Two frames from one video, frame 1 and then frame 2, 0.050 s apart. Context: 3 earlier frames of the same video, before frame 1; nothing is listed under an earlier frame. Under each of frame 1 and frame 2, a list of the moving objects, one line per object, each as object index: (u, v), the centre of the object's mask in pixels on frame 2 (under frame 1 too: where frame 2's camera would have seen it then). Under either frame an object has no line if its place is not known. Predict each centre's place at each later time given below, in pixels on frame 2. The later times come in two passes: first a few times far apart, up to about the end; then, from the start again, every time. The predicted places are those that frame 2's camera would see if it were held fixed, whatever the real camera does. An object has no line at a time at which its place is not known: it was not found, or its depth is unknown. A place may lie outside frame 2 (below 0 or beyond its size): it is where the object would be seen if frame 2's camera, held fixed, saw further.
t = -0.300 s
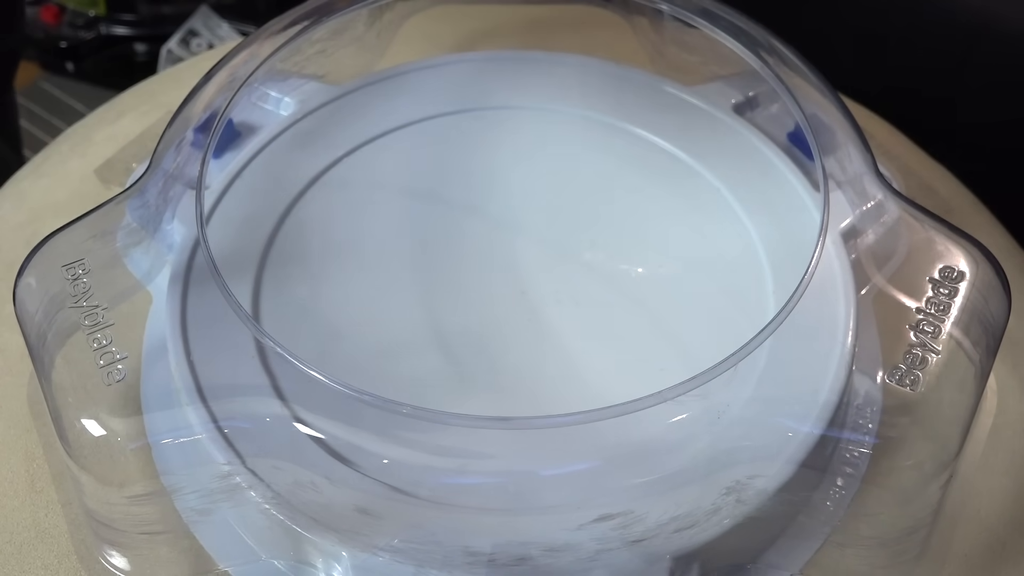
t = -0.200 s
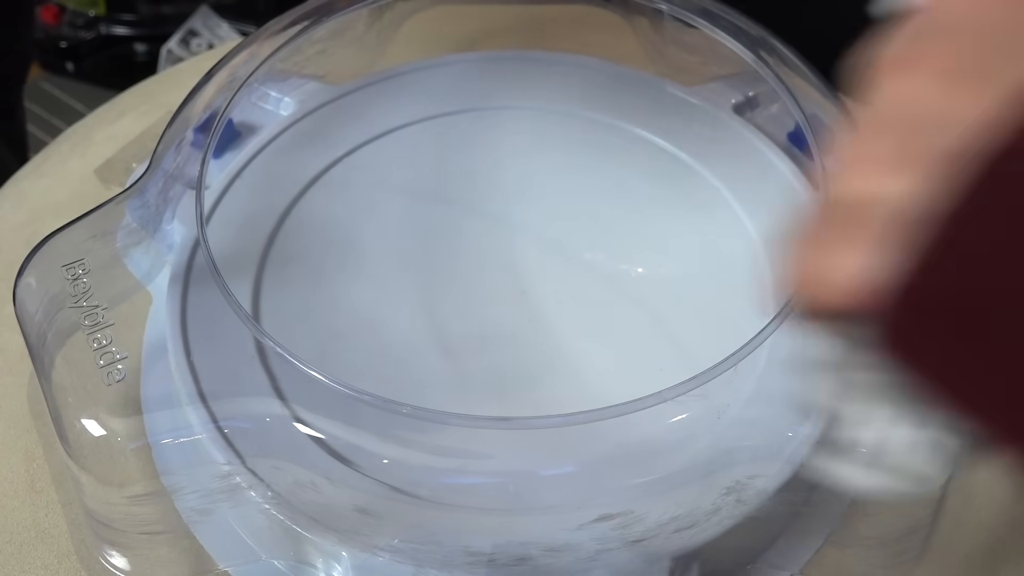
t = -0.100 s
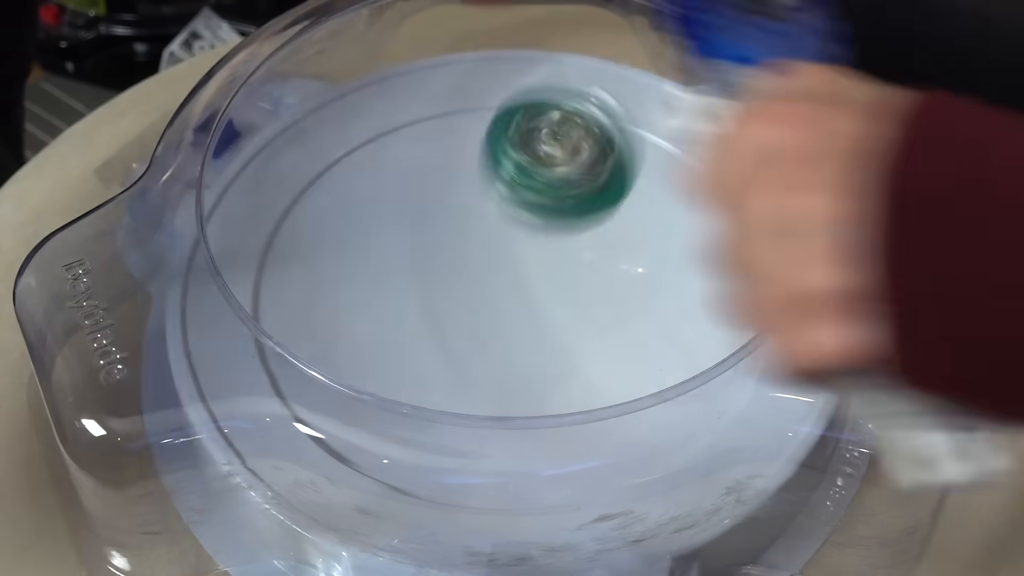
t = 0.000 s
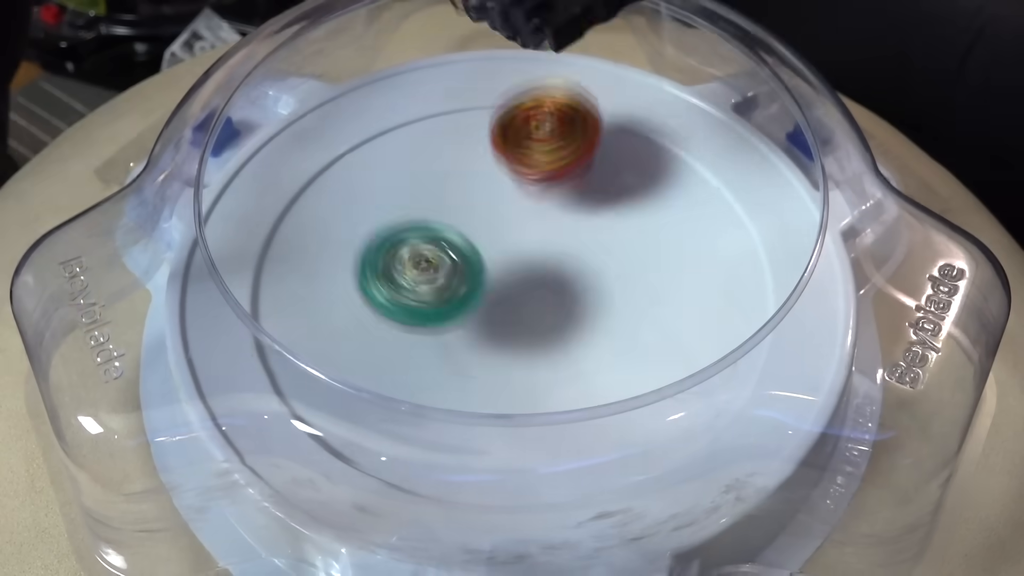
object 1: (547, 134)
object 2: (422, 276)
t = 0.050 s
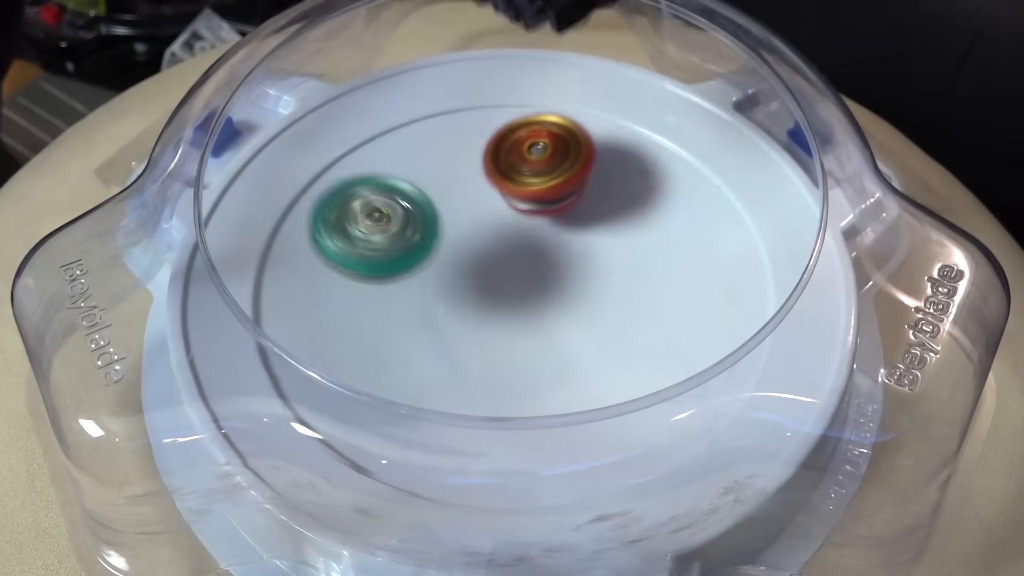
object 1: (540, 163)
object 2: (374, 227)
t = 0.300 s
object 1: (462, 365)
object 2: (326, 193)
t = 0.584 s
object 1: (658, 384)
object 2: (567, 297)
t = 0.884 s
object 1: (674, 210)
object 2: (467, 95)
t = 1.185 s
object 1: (233, 273)
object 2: (319, 165)
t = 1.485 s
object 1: (669, 457)
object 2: (609, 366)
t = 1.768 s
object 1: (652, 173)
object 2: (578, 42)
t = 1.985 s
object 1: (253, 158)
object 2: (492, 22)
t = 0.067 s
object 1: (536, 171)
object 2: (361, 220)
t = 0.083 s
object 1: (532, 184)
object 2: (347, 215)
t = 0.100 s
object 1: (527, 196)
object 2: (336, 215)
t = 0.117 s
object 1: (520, 204)
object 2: (326, 219)
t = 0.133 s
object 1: (514, 216)
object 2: (317, 221)
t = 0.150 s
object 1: (507, 228)
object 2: (312, 213)
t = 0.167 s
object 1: (499, 241)
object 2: (308, 206)
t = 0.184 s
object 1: (491, 255)
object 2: (306, 200)
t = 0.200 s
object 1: (483, 270)
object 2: (305, 197)
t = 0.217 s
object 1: (476, 285)
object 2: (305, 193)
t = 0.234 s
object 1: (470, 301)
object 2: (307, 191)
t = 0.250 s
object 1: (466, 318)
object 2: (310, 190)
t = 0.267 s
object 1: (463, 333)
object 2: (315, 190)
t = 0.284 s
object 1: (461, 352)
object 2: (320, 192)
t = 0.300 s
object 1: (462, 365)
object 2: (326, 193)
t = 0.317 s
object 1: (466, 374)
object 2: (333, 198)
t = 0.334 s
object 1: (468, 399)
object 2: (342, 201)
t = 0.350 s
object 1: (474, 417)
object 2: (352, 208)
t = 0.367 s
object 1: (481, 435)
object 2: (363, 213)
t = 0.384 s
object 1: (491, 450)
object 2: (375, 222)
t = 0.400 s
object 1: (501, 473)
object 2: (390, 229)
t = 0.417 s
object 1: (514, 472)
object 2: (403, 238)
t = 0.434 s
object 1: (527, 470)
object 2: (418, 247)
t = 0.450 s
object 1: (541, 457)
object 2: (434, 255)
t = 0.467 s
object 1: (555, 451)
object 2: (449, 262)
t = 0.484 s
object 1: (570, 443)
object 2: (466, 271)
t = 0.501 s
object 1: (584, 436)
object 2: (483, 278)
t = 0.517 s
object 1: (598, 426)
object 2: (499, 281)
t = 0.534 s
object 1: (613, 418)
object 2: (516, 285)
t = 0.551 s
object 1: (629, 414)
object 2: (533, 292)
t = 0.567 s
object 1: (643, 396)
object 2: (551, 300)
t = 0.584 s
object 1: (658, 384)
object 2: (567, 297)
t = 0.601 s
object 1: (674, 371)
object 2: (580, 297)
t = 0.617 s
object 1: (689, 355)
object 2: (593, 300)
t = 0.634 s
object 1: (706, 342)
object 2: (607, 303)
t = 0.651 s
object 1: (734, 333)
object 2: (615, 296)
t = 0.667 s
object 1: (759, 314)
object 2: (608, 285)
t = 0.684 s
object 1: (778, 297)
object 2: (598, 265)
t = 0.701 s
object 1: (794, 284)
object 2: (589, 244)
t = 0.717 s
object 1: (809, 275)
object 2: (580, 228)
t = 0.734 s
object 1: (822, 270)
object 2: (572, 216)
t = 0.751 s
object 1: (833, 266)
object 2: (560, 197)
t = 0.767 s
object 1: (823, 257)
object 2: (548, 178)
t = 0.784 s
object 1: (809, 250)
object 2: (536, 164)
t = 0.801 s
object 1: (793, 242)
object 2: (527, 153)
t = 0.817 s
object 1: (769, 232)
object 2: (515, 138)
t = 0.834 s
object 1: (753, 225)
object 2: (504, 124)
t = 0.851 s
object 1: (730, 222)
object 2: (491, 114)
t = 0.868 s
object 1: (703, 216)
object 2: (480, 104)
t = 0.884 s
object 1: (674, 210)
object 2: (467, 95)
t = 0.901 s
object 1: (643, 203)
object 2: (455, 87)
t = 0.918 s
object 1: (609, 199)
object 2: (441, 83)
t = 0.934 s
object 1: (574, 195)
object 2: (430, 81)
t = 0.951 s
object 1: (539, 193)
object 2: (416, 80)
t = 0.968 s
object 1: (503, 191)
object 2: (405, 78)
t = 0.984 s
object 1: (467, 190)
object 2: (392, 79)
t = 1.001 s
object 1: (432, 190)
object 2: (381, 80)
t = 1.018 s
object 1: (397, 190)
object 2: (370, 83)
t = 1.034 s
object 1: (363, 190)
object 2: (360, 87)
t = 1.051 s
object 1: (328, 191)
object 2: (350, 91)
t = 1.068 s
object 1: (296, 192)
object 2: (342, 97)
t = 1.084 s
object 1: (266, 194)
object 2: (333, 104)
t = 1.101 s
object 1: (241, 195)
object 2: (328, 111)
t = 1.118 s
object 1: (230, 202)
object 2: (324, 120)
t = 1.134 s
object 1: (230, 214)
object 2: (322, 128)
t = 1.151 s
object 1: (231, 229)
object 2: (319, 137)
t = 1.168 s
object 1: (232, 253)
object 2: (319, 151)
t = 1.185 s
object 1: (233, 273)
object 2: (319, 165)
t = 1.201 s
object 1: (237, 290)
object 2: (324, 182)
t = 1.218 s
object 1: (243, 308)
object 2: (328, 197)
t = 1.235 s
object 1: (248, 332)
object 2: (337, 216)
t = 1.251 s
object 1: (262, 347)
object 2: (345, 231)
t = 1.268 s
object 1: (274, 366)
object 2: (358, 252)
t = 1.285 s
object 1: (290, 387)
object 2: (370, 265)
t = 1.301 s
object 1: (309, 406)
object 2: (387, 285)
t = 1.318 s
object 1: (322, 434)
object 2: (403, 301)
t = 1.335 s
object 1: (345, 448)
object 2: (423, 318)
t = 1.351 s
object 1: (371, 463)
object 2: (441, 328)
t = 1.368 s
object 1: (398, 477)
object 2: (464, 339)
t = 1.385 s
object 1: (433, 476)
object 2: (484, 351)
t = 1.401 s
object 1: (469, 476)
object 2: (506, 361)
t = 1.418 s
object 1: (508, 474)
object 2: (526, 361)
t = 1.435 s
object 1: (545, 473)
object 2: (548, 364)
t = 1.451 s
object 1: (588, 475)
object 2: (568, 369)
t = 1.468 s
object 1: (631, 472)
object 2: (590, 370)
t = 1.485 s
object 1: (669, 457)
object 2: (609, 366)
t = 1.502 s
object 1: (702, 435)
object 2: (624, 362)
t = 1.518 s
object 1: (739, 420)
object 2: (643, 351)
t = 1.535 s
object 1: (777, 409)
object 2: (657, 341)
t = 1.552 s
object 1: (801, 386)
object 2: (672, 324)
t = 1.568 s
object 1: (812, 360)
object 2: (684, 307)
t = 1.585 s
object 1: (826, 337)
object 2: (694, 291)
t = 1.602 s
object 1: (832, 308)
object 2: (698, 263)
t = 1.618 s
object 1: (832, 279)
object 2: (701, 244)
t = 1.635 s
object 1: (824, 254)
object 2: (701, 227)
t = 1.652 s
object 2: (696, 205)
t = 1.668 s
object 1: (773, 224)
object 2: (685, 175)
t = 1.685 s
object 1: (764, 215)
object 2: (673, 146)
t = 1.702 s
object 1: (744, 202)
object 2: (660, 119)
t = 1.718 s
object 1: (724, 198)
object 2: (640, 95)
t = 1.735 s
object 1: (702, 188)
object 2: (618, 72)
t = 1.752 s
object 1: (678, 180)
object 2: (598, 55)
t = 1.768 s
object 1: (652, 173)
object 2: (578, 42)
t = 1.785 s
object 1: (625, 166)
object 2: (555, 33)
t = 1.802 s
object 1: (594, 158)
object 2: (534, 28)
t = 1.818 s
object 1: (561, 151)
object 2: (513, 25)
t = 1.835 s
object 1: (528, 147)
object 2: (490, 24)
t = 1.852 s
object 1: (494, 142)
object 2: (471, 24)
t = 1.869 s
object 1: (460, 139)
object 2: (453, 22)
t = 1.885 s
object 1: (427, 135)
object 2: (444, 23)
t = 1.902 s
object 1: (393, 133)
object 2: (448, 24)
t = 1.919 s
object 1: (359, 134)
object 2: (458, 23)
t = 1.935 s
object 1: (325, 134)
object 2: (467, 23)
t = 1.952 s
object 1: (296, 137)
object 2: (476, 23)
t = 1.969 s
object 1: (271, 143)
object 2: (484, 22)
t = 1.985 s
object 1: (253, 158)
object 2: (492, 22)
